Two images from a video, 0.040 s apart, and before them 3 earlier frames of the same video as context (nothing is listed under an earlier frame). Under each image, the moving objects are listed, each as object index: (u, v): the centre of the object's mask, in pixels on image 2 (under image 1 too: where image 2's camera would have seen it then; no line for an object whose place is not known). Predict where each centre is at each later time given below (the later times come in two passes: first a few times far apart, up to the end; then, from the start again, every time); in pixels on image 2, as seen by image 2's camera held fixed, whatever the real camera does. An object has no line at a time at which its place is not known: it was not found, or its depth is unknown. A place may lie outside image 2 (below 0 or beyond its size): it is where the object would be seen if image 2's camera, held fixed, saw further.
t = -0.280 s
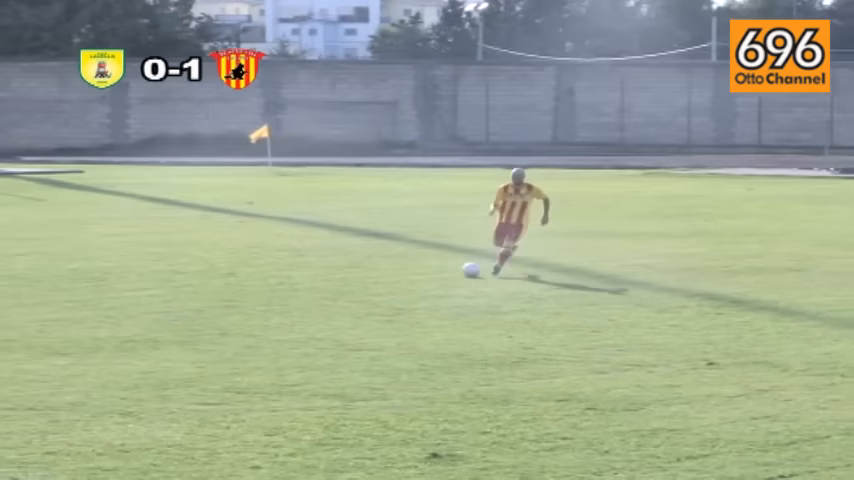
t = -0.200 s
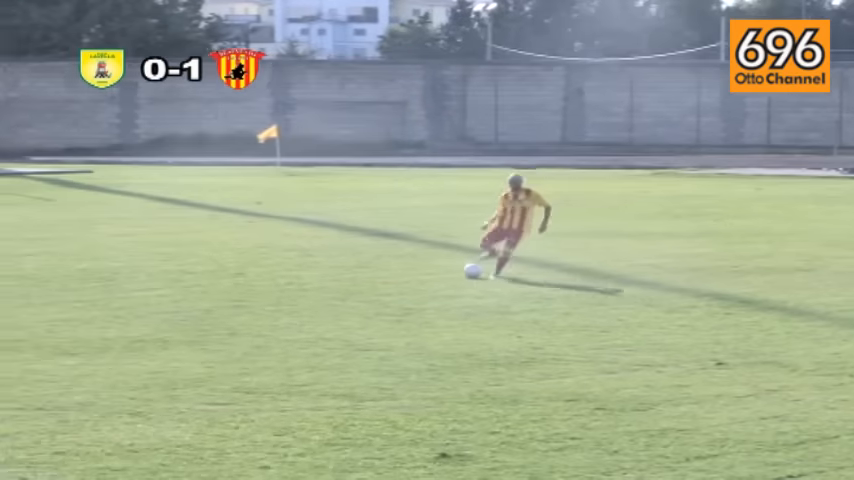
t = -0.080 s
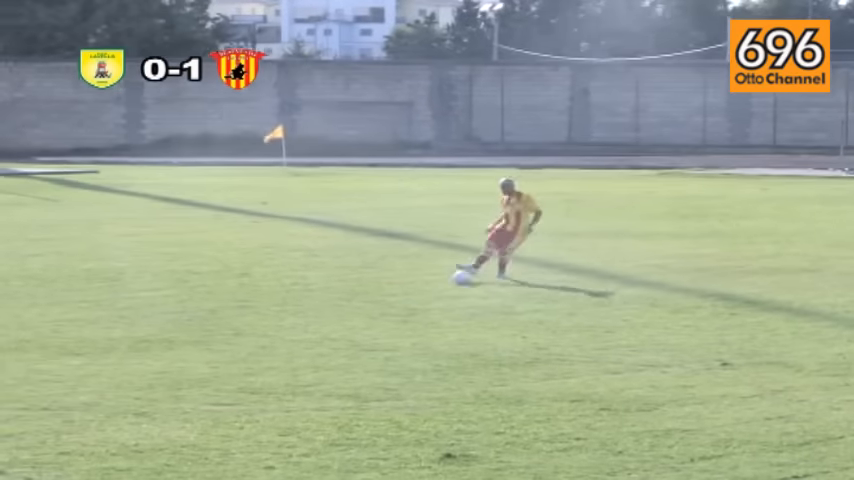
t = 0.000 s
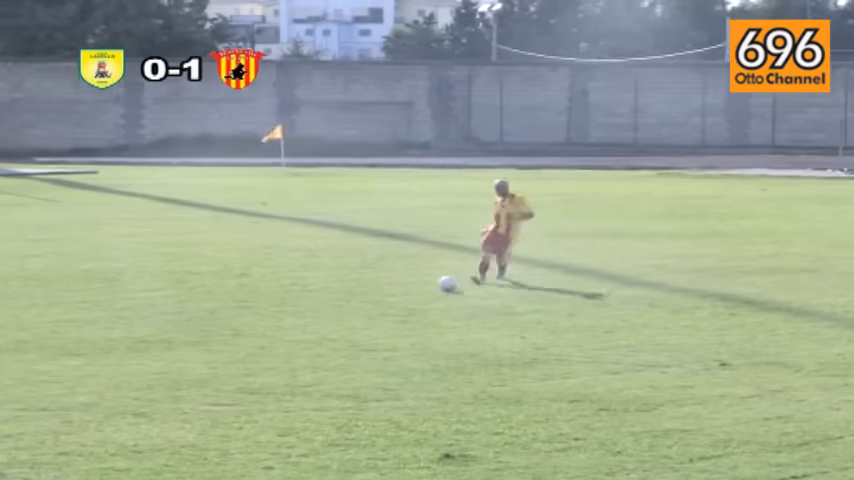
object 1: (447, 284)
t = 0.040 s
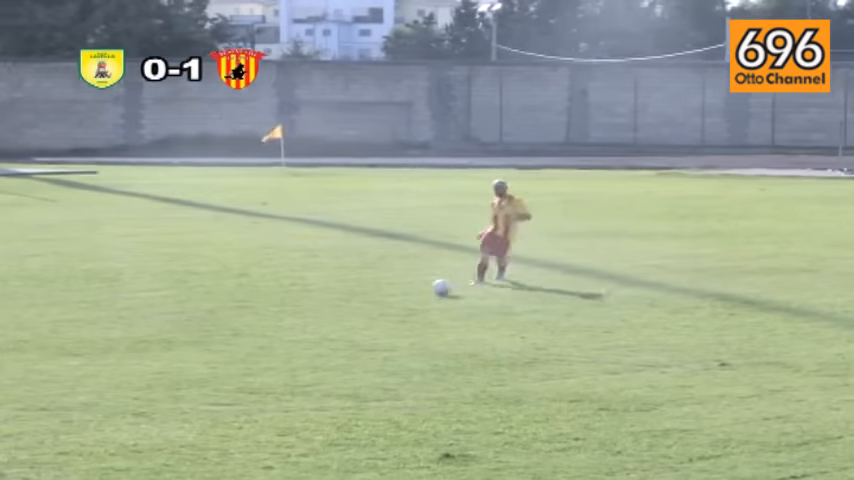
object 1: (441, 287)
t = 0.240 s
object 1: (411, 305)
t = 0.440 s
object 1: (386, 322)
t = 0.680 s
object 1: (361, 339)
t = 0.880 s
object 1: (342, 353)
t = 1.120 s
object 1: (323, 370)
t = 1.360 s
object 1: (302, 387)
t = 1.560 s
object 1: (284, 403)
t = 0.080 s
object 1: (435, 291)
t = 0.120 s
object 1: (429, 296)
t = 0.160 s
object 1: (423, 300)
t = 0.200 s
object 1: (417, 302)
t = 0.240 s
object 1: (411, 305)
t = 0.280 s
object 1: (406, 309)
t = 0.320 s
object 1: (400, 314)
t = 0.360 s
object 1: (395, 318)
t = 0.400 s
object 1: (390, 319)
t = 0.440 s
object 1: (386, 322)
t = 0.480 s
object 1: (381, 325)
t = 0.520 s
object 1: (378, 328)
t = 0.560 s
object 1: (373, 331)
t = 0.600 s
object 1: (369, 333)
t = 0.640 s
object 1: (364, 336)
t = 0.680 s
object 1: (361, 339)
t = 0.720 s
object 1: (357, 344)
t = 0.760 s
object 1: (353, 346)
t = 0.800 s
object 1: (350, 349)
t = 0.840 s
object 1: (346, 351)
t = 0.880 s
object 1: (342, 353)
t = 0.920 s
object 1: (337, 356)
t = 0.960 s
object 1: (334, 359)
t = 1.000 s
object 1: (332, 362)
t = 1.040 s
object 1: (328, 365)
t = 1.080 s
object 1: (325, 367)
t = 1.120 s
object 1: (323, 370)
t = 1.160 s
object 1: (319, 373)
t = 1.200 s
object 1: (316, 376)
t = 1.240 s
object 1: (312, 379)
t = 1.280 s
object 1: (310, 382)
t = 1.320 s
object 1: (306, 385)
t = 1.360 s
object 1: (302, 387)
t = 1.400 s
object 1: (299, 388)
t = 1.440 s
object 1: (295, 391)
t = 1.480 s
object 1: (291, 396)
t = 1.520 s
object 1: (287, 400)
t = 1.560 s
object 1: (284, 403)
